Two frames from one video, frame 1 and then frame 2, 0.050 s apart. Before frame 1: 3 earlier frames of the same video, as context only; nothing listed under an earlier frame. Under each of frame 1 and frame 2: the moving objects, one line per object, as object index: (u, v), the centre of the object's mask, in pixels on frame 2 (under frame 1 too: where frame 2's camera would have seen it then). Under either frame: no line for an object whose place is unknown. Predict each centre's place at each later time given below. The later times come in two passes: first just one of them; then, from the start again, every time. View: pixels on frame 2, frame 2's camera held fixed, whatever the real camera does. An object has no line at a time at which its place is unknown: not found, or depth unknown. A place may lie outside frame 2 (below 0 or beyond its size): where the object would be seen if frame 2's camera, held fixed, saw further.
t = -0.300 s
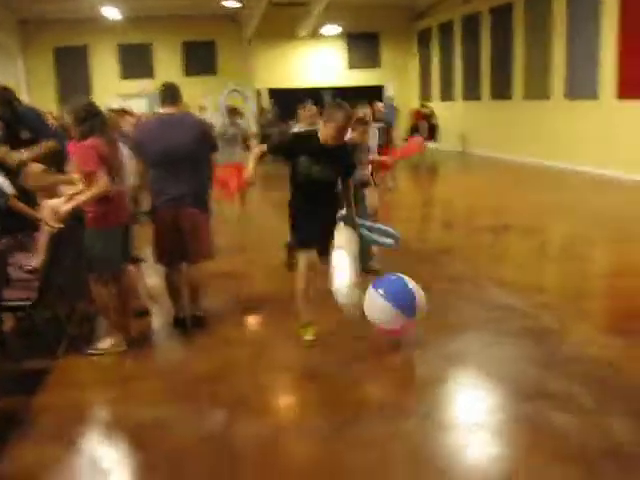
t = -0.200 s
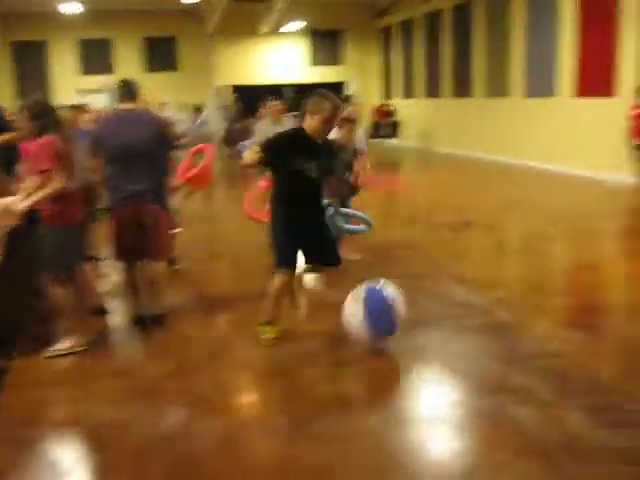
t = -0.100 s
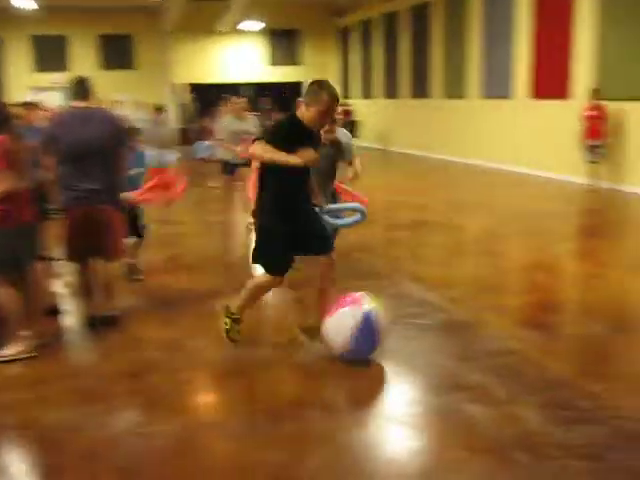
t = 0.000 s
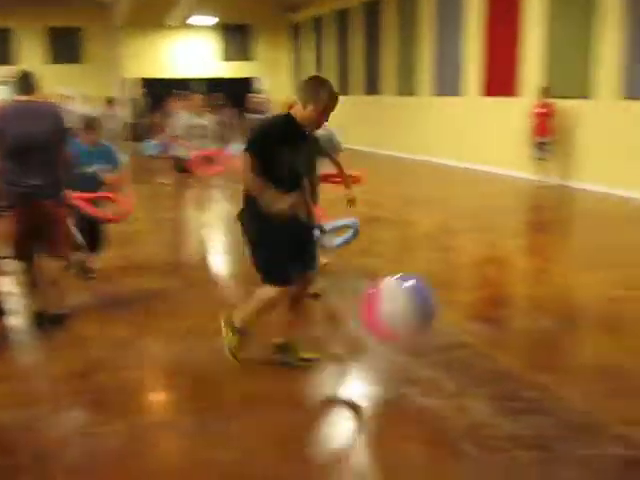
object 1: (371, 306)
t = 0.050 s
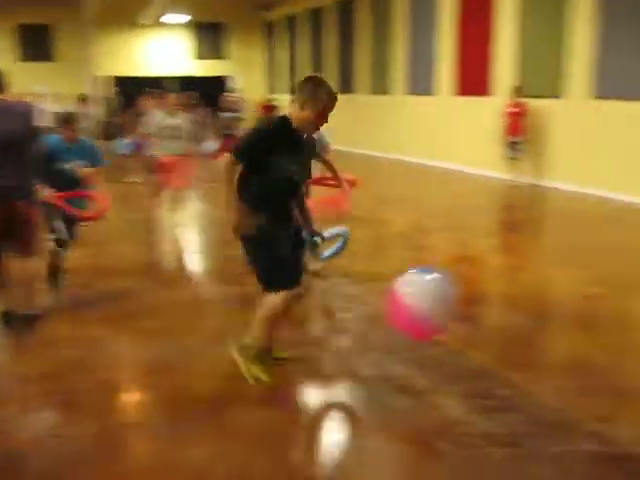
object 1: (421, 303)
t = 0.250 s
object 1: (627, 295)
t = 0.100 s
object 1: (476, 300)
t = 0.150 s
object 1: (527, 297)
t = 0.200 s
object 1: (579, 293)
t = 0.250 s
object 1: (627, 295)
